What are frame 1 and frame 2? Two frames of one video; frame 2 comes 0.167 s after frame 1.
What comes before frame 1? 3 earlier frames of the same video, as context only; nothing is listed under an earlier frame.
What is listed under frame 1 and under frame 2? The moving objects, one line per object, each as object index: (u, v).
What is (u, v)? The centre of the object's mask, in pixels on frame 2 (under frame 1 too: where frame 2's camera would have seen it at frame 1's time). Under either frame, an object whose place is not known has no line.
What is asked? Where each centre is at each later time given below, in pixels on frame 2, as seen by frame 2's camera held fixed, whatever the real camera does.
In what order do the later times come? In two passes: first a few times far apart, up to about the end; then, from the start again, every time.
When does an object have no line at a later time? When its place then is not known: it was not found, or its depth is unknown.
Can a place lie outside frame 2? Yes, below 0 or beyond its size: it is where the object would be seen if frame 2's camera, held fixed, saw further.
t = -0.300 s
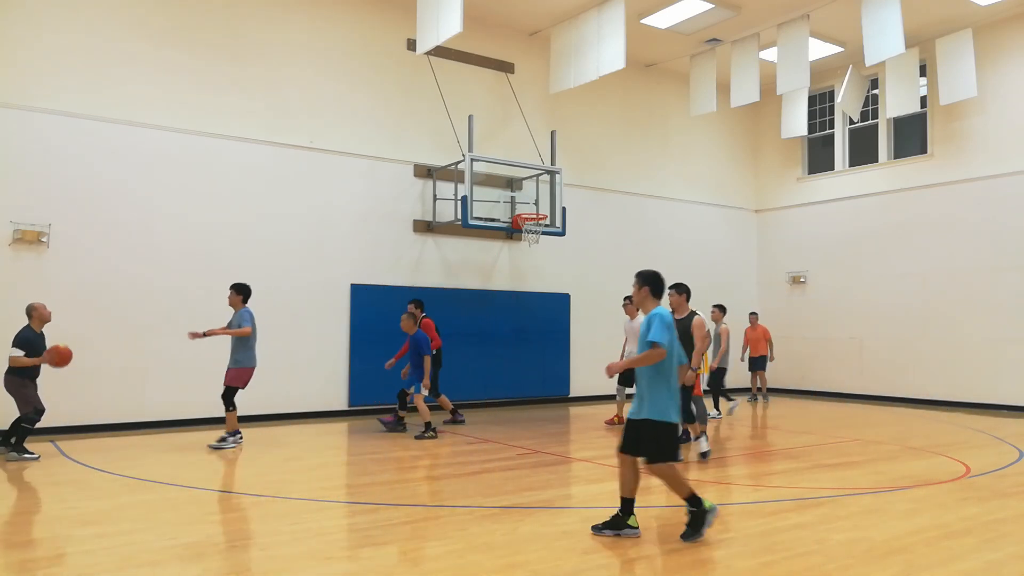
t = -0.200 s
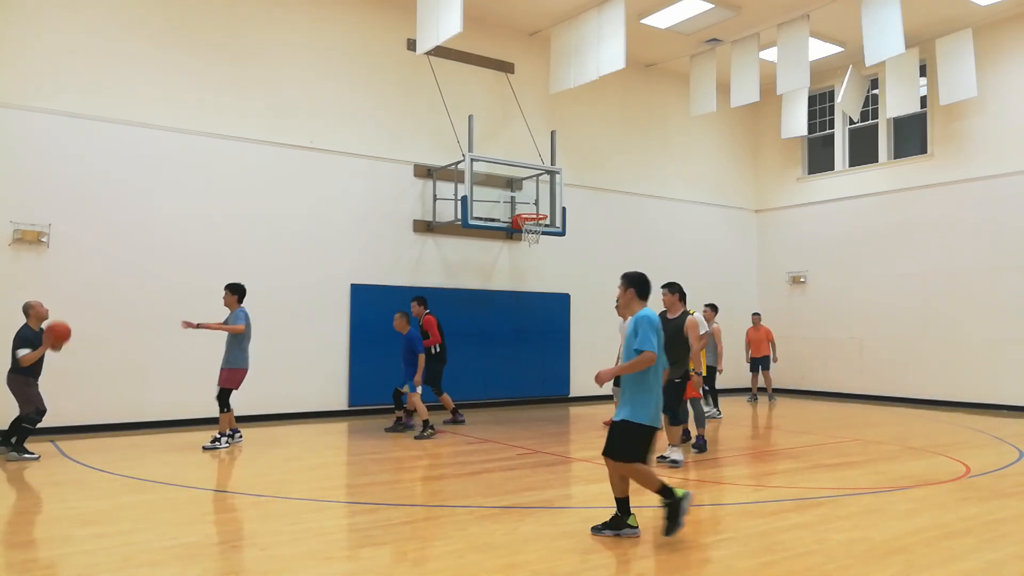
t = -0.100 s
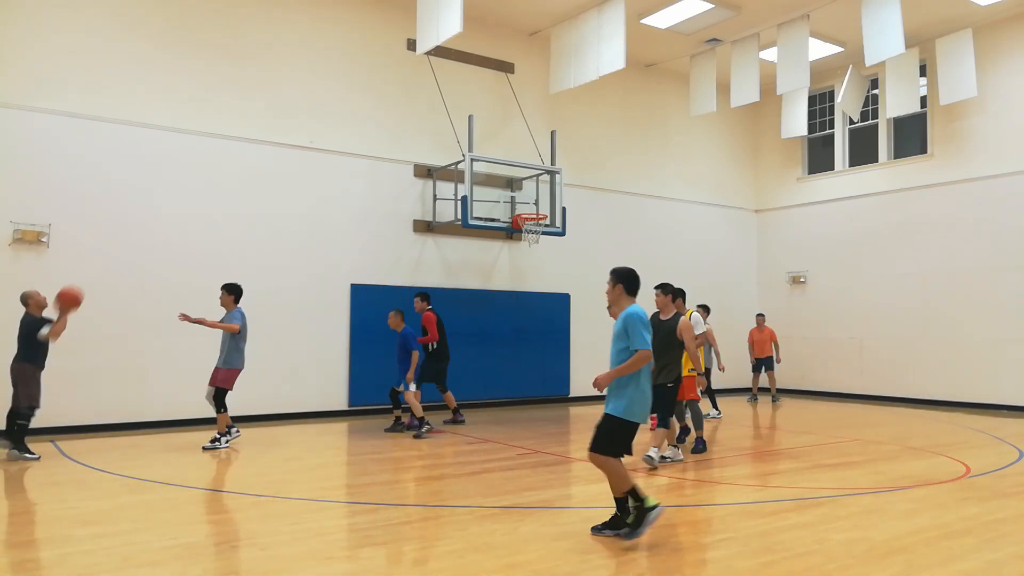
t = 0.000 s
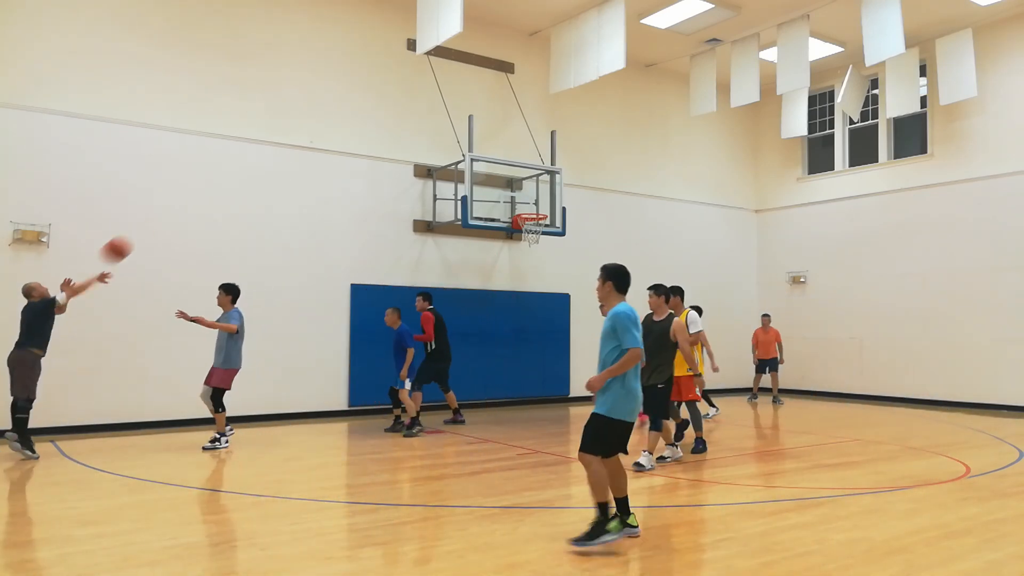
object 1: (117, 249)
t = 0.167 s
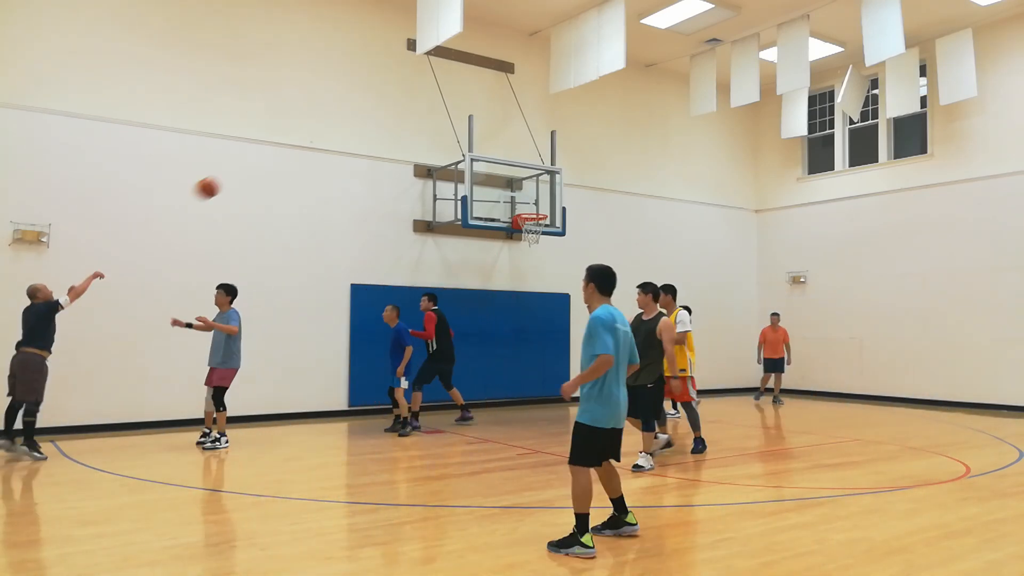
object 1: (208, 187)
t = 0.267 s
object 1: (255, 164)
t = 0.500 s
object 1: (353, 146)
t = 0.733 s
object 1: (436, 167)
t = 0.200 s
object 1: (224, 178)
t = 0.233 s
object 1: (240, 171)
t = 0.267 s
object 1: (255, 164)
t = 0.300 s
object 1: (271, 159)
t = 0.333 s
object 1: (285, 155)
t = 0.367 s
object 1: (300, 151)
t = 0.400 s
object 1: (314, 149)
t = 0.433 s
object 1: (327, 147)
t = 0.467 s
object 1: (341, 146)
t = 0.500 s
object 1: (353, 146)
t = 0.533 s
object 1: (367, 147)
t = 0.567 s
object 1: (379, 148)
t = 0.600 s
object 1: (391, 150)
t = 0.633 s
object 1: (403, 153)
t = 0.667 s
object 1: (414, 157)
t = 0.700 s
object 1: (426, 162)
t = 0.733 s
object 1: (436, 167)
